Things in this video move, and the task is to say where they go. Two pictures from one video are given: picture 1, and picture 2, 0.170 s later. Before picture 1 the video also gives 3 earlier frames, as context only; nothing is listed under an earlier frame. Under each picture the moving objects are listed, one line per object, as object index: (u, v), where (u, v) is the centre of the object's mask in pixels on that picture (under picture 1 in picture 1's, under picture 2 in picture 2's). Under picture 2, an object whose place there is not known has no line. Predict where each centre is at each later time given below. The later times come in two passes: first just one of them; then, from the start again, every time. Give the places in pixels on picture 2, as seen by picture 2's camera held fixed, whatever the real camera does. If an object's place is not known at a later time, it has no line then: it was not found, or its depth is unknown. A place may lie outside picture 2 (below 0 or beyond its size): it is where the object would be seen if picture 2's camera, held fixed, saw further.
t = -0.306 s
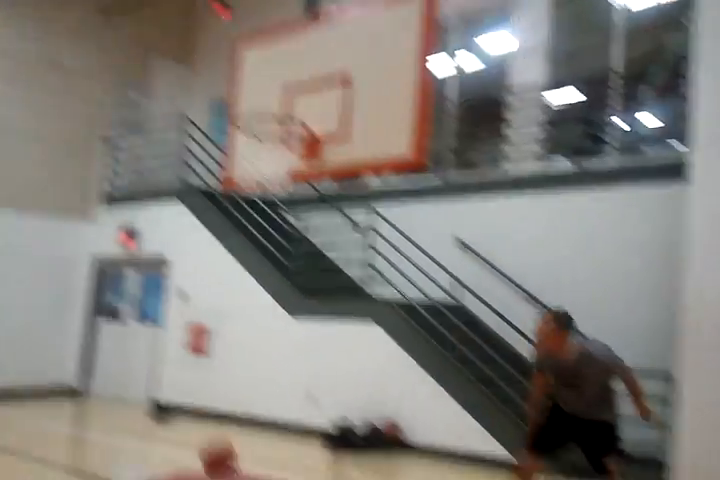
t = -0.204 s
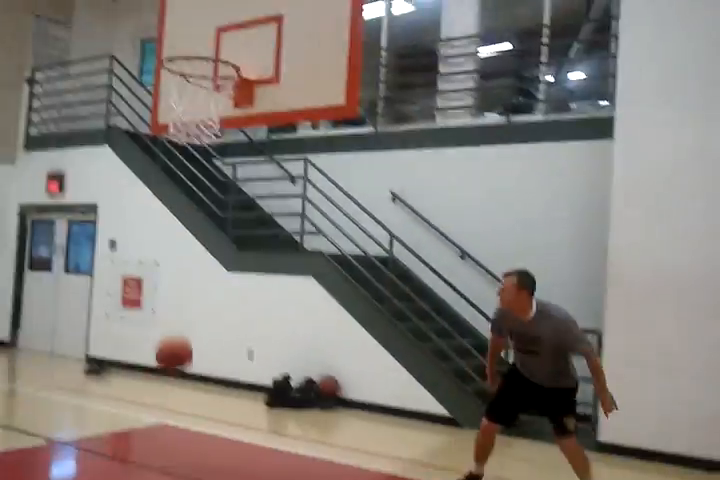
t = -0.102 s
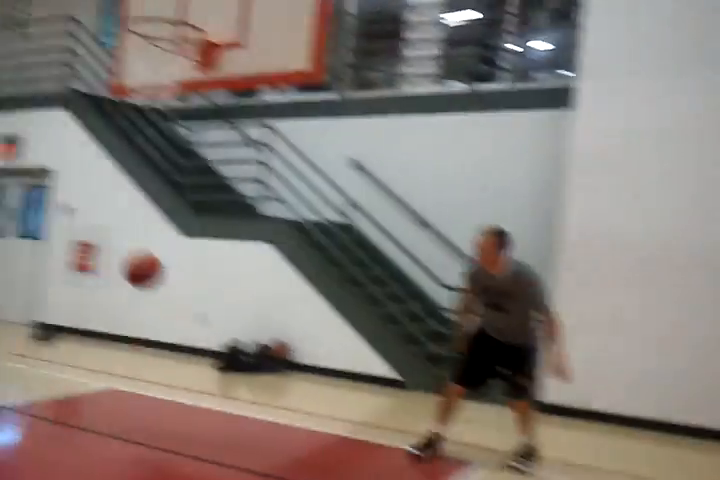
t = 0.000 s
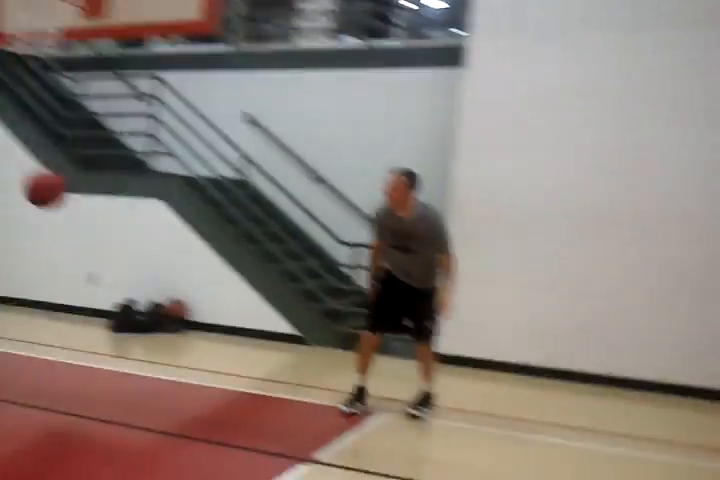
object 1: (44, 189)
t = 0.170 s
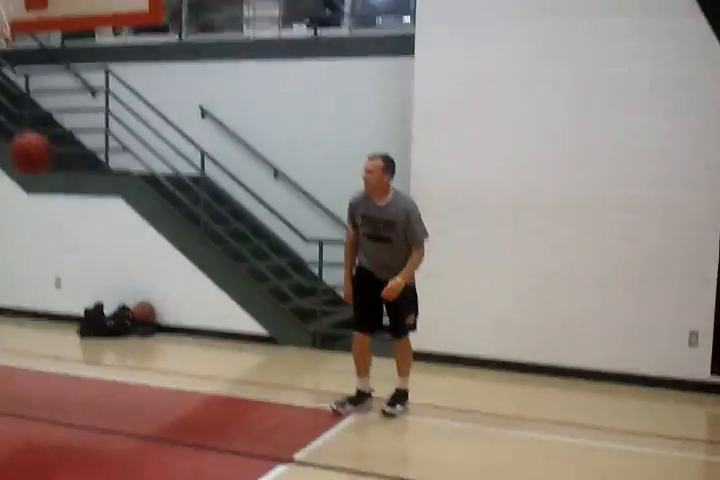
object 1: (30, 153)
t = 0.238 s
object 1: (43, 152)
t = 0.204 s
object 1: (36, 151)
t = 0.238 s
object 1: (43, 152)
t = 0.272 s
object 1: (49, 154)
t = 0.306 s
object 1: (55, 159)
